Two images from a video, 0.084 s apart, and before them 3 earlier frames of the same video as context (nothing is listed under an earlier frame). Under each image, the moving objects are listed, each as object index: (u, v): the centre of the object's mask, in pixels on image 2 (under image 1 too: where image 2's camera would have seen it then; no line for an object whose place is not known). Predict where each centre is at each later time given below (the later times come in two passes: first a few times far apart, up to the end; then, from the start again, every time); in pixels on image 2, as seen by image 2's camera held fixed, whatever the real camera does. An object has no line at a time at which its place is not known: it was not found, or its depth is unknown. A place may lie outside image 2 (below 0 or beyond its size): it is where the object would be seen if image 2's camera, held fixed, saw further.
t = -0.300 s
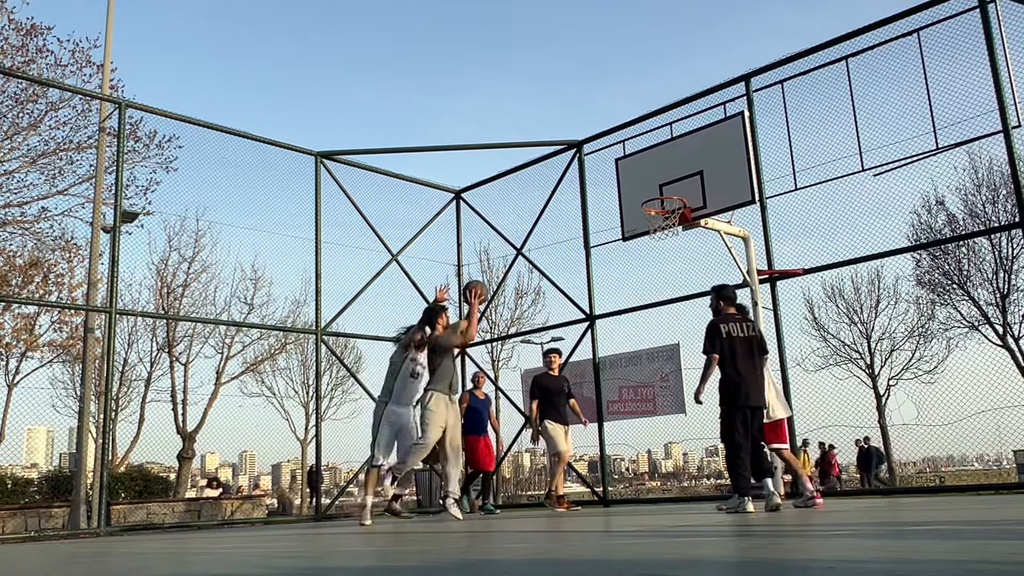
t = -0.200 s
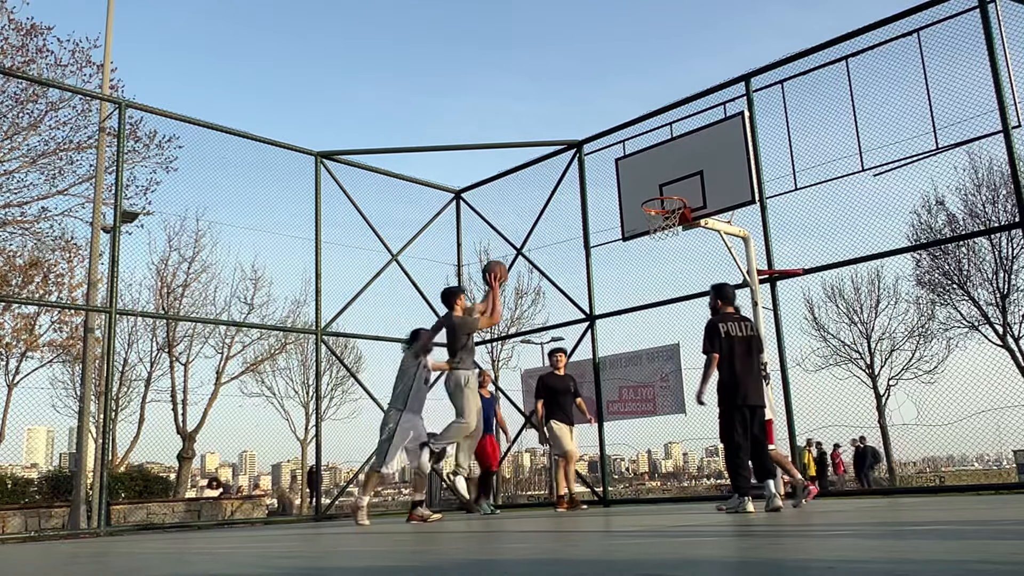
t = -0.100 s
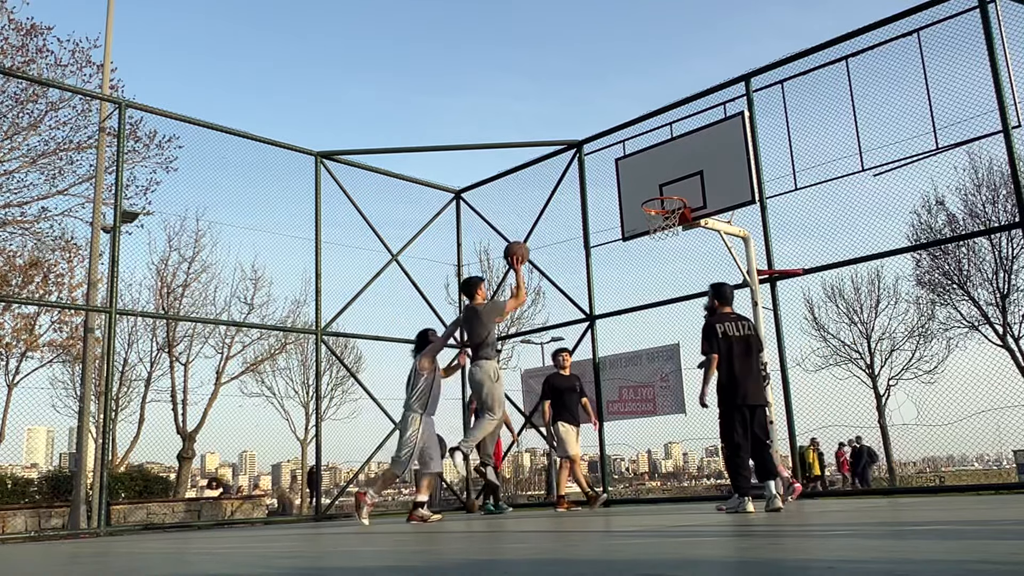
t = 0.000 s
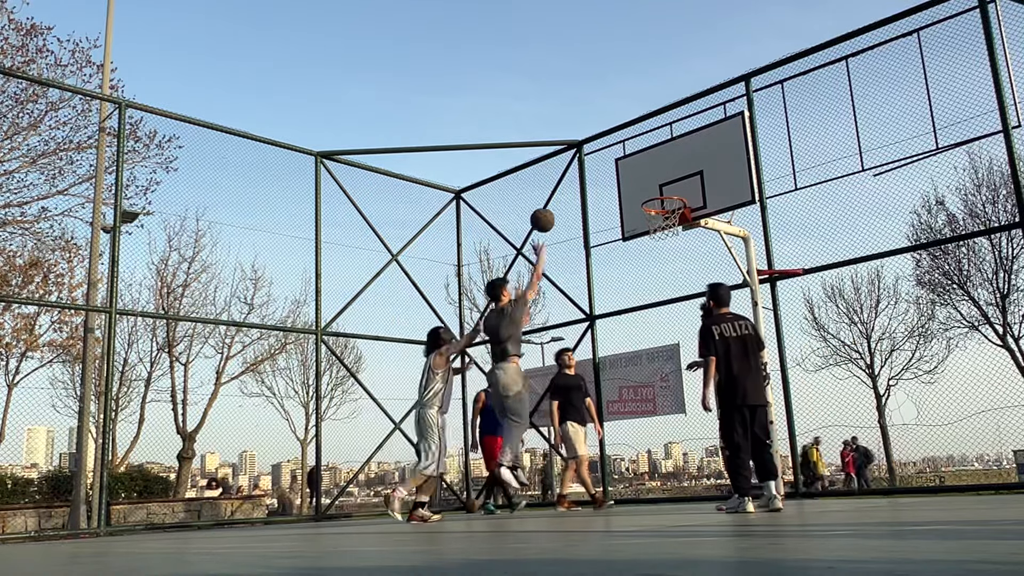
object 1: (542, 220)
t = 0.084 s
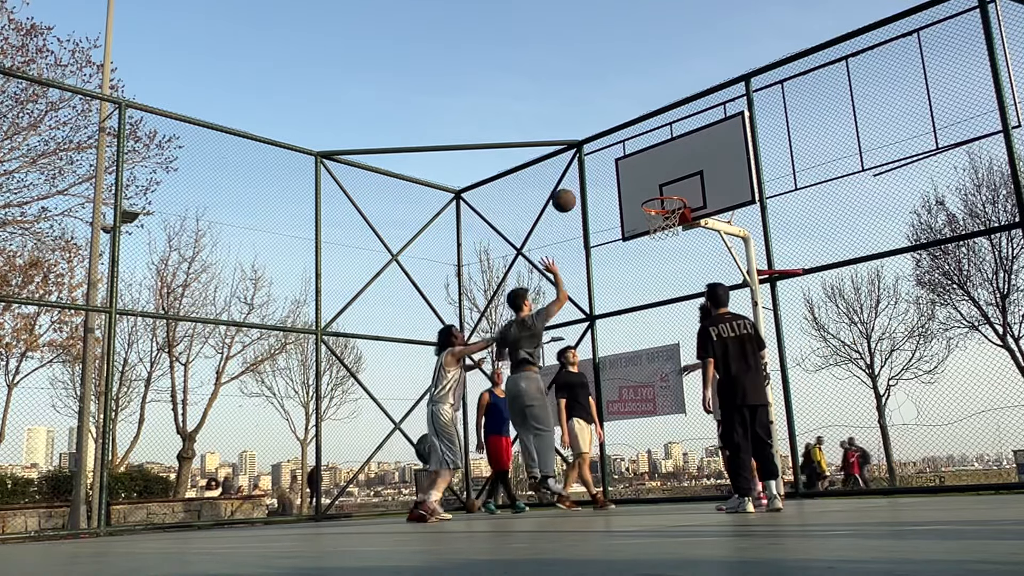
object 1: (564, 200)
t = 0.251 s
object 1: (604, 183)
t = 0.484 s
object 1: (653, 198)
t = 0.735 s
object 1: (707, 194)
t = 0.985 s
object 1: (756, 222)
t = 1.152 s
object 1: (791, 275)
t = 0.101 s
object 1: (568, 197)
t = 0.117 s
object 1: (571, 195)
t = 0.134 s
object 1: (576, 192)
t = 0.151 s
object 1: (580, 190)
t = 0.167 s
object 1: (584, 188)
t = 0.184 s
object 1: (588, 187)
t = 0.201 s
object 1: (592, 186)
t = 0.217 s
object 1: (596, 184)
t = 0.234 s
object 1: (600, 183)
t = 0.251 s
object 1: (604, 183)
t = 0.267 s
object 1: (608, 183)
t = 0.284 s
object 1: (611, 183)
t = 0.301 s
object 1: (615, 183)
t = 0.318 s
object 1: (619, 184)
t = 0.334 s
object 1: (622, 185)
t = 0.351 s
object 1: (626, 186)
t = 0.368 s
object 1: (630, 187)
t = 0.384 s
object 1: (634, 187)
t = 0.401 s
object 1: (637, 189)
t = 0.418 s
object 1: (641, 191)
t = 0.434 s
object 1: (645, 193)
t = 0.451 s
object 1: (648, 194)
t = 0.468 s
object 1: (651, 196)
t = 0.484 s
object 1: (653, 198)
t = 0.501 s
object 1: (657, 202)
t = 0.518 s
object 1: (659, 202)
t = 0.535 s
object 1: (663, 198)
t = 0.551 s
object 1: (668, 197)
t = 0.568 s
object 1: (670, 195)
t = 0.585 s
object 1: (676, 192)
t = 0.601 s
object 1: (679, 191)
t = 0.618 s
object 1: (682, 191)
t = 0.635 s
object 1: (686, 191)
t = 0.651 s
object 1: (688, 192)
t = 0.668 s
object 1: (693, 191)
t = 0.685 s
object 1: (697, 191)
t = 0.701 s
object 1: (700, 192)
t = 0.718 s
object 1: (704, 192)
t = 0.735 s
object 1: (707, 194)
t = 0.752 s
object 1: (712, 195)
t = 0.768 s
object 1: (717, 196)
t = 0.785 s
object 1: (720, 197)
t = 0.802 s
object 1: (722, 199)
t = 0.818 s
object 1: (725, 199)
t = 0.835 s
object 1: (728, 199)
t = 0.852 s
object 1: (731, 201)
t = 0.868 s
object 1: (734, 203)
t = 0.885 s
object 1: (737, 205)
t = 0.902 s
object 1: (740, 207)
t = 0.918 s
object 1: (743, 210)
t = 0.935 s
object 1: (745, 213)
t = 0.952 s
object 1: (749, 215)
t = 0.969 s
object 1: (753, 219)
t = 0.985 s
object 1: (756, 222)
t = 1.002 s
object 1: (758, 227)
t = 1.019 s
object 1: (762, 231)
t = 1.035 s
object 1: (765, 235)
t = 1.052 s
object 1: (769, 240)
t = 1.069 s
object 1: (772, 245)
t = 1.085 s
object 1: (776, 250)
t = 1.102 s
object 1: (780, 255)
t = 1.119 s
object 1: (783, 262)
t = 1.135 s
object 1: (788, 267)
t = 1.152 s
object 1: (791, 275)
